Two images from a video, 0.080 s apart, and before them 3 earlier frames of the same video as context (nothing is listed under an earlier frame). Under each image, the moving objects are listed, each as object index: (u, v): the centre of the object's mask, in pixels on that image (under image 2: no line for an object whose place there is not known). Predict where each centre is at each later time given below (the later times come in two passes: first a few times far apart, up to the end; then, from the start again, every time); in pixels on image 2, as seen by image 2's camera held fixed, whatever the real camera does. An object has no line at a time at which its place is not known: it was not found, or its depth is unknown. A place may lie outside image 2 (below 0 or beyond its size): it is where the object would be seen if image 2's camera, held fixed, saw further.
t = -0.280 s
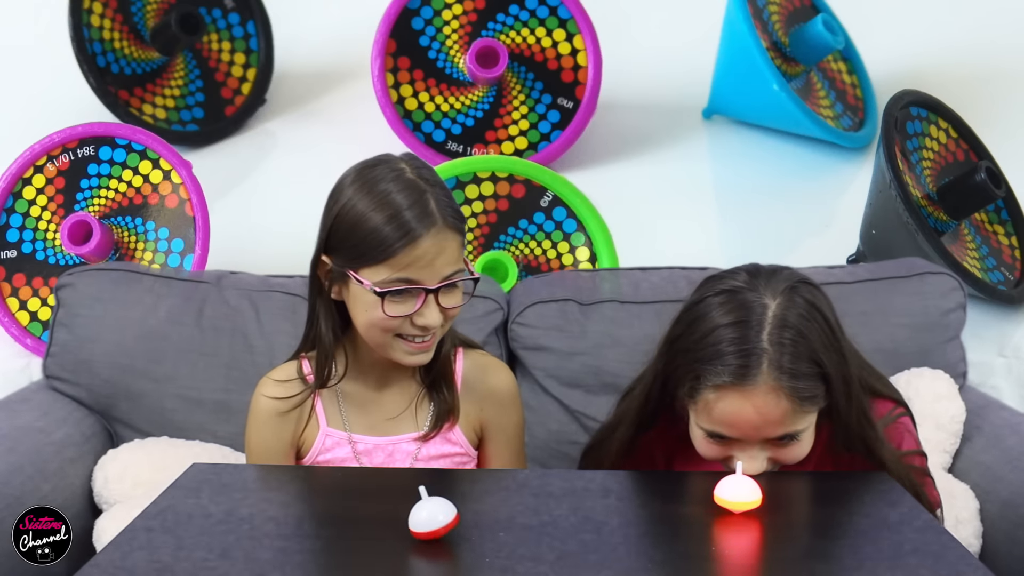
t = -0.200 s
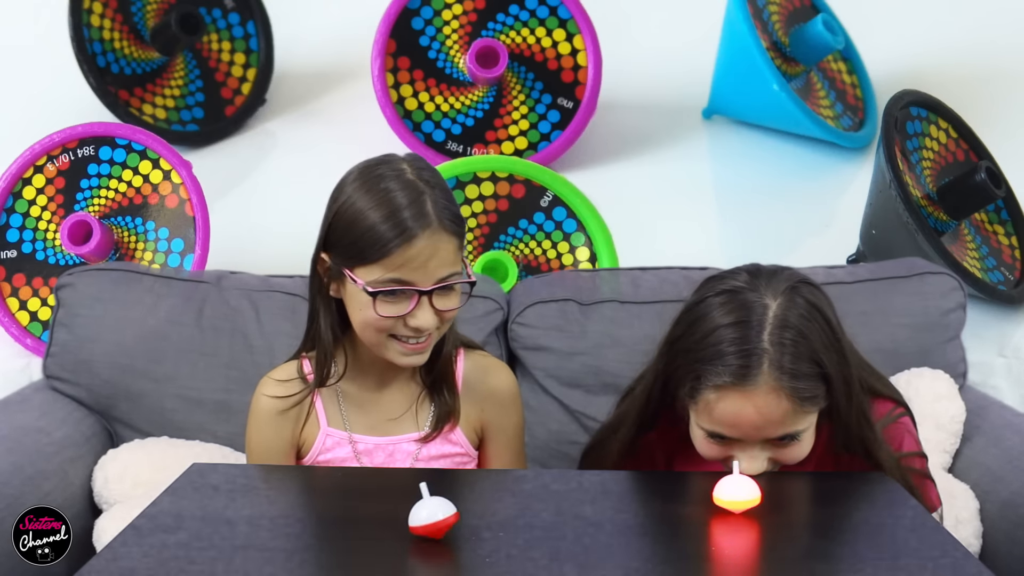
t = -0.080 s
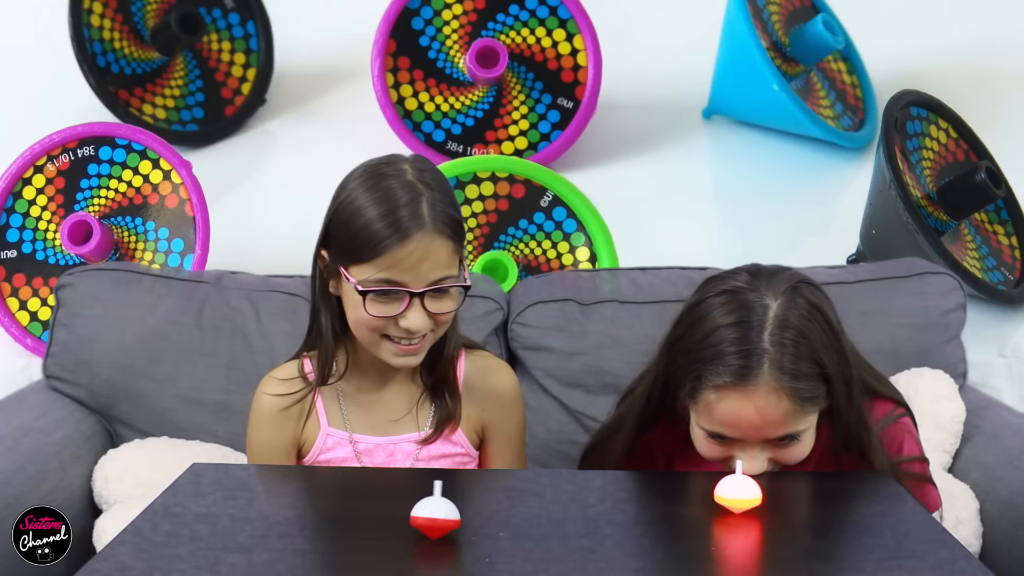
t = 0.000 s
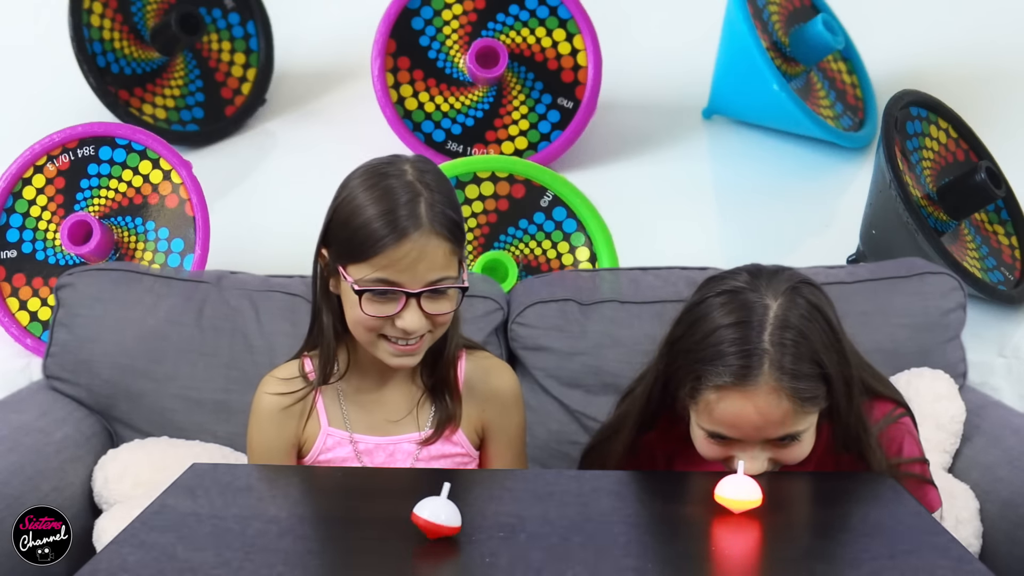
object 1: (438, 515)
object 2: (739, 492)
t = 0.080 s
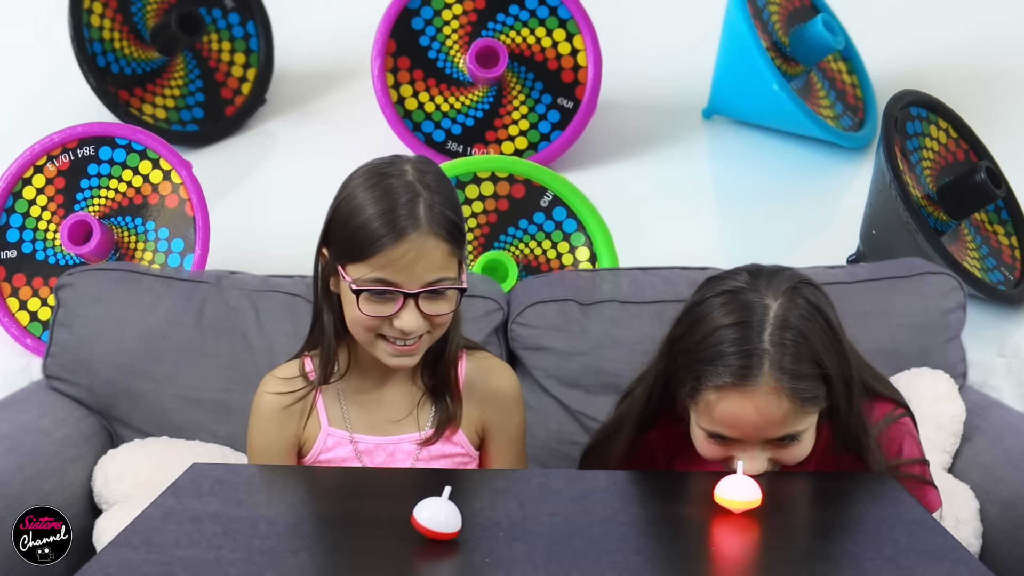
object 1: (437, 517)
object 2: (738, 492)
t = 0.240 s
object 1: (433, 518)
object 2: (738, 491)
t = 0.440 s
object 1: (434, 515)
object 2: (738, 491)
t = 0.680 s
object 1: (436, 518)
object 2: (739, 491)
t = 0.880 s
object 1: (431, 516)
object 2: (739, 491)
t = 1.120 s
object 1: (438, 516)
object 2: (740, 491)
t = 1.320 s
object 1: (433, 519)
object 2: (738, 491)
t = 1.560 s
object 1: (435, 515)
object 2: (739, 491)
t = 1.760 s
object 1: (437, 518)
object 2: (738, 490)
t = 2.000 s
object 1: (431, 516)
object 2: (737, 491)
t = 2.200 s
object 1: (438, 516)
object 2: (738, 491)
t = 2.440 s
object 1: (431, 519)
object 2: (736, 491)
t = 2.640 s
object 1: (434, 515)
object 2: (736, 491)
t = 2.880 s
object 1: (435, 520)
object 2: (733, 491)
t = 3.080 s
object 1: (430, 517)
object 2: (734, 491)
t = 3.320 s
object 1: (437, 517)
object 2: (735, 491)
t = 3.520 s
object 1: (431, 520)
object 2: (733, 491)
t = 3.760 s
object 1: (434, 516)
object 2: (733, 491)
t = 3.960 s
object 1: (434, 521)
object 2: (734, 491)
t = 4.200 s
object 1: (429, 517)
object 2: (735, 491)
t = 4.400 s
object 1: (435, 518)
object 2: (735, 490)
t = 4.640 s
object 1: (430, 520)
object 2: (734, 490)
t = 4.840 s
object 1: (432, 517)
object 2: (734, 491)
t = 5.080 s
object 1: (433, 522)
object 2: (736, 491)
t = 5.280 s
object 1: (430, 519)
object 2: (735, 491)
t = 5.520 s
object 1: (432, 518)
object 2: (735, 491)
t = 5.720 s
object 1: (433, 521)
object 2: (734, 490)
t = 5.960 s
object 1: (432, 520)
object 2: (733, 491)
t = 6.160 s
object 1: (429, 519)
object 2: (739, 490)
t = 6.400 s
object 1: (434, 520)
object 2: (727, 492)
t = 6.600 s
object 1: (432, 521)
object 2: (739, 495)
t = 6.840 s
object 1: (425, 519)
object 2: (729, 492)
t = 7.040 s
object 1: (432, 519)
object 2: (738, 495)
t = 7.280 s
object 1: (434, 520)
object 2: (729, 493)
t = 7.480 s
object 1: (427, 520)
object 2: (735, 493)
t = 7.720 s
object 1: (433, 520)
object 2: (734, 496)
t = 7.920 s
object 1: (435, 521)
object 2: (729, 495)
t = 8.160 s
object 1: (427, 523)
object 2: (722, 494)
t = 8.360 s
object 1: (433, 520)
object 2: (729, 494)
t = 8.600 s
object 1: (437, 519)
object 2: (732, 495)
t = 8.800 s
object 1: (437, 522)
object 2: (725, 495)
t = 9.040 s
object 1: (437, 522)
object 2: (732, 494)
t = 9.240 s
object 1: (440, 519)
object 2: (732, 496)
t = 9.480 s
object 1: (436, 520)
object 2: (719, 493)
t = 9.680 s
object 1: (436, 517)
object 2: (726, 490)
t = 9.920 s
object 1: (438, 514)
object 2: (746, 484)
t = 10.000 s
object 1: (439, 513)
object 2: (751, 482)
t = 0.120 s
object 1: (436, 518)
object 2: (738, 491)
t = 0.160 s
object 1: (435, 519)
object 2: (738, 491)
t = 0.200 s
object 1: (434, 519)
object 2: (738, 492)
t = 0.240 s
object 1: (433, 518)
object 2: (738, 491)
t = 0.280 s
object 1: (432, 517)
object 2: (739, 491)
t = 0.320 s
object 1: (431, 516)
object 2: (739, 491)
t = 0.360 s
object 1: (431, 515)
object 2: (739, 491)
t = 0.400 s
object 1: (432, 515)
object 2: (739, 491)
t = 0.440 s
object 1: (434, 515)
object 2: (738, 491)
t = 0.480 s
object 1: (435, 514)
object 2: (739, 491)
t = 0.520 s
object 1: (437, 515)
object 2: (739, 491)
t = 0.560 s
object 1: (438, 515)
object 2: (739, 491)
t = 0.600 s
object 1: (438, 516)
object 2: (740, 491)
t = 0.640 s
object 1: (437, 517)
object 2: (739, 491)
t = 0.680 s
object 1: (436, 518)
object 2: (739, 491)
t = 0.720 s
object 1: (435, 519)
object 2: (739, 492)
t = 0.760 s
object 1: (434, 519)
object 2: (739, 492)
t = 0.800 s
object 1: (432, 518)
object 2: (739, 492)
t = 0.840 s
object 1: (431, 517)
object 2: (739, 492)
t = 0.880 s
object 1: (431, 516)
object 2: (739, 491)
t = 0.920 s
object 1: (431, 515)
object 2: (739, 491)
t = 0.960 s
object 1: (433, 515)
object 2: (739, 491)
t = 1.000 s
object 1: (433, 515)
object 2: (739, 491)
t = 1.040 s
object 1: (435, 515)
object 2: (740, 491)
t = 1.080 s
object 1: (436, 515)
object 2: (740, 491)
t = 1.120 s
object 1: (438, 516)
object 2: (740, 491)
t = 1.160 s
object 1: (438, 516)
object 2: (739, 491)
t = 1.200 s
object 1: (437, 517)
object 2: (738, 491)
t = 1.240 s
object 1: (435, 519)
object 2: (738, 491)
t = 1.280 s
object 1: (434, 519)
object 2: (738, 491)
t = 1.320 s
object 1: (433, 519)
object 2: (738, 491)
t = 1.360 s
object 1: (431, 518)
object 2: (738, 490)
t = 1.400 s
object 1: (431, 517)
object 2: (739, 490)
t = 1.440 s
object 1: (431, 516)
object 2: (739, 490)
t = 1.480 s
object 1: (431, 516)
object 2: (739, 491)
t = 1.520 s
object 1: (432, 515)
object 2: (739, 491)
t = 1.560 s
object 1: (435, 515)
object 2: (739, 491)
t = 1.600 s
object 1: (436, 514)
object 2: (737, 491)
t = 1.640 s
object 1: (438, 515)
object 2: (737, 491)
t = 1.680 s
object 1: (438, 516)
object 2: (737, 491)
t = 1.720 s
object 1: (439, 517)
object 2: (738, 490)
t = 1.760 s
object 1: (437, 518)
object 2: (738, 490)
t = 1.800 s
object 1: (436, 519)
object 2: (739, 491)
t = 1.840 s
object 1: (434, 520)
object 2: (737, 491)
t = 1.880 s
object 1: (432, 519)
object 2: (736, 491)
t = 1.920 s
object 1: (431, 518)
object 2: (737, 491)
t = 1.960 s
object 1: (430, 517)
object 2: (737, 491)
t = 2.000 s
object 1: (431, 516)
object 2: (737, 491)
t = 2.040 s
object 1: (432, 515)
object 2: (737, 491)
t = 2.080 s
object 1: (434, 515)
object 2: (736, 491)
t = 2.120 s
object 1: (435, 515)
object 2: (736, 491)
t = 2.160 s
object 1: (437, 515)
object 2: (737, 491)
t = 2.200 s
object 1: (438, 516)
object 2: (738, 491)
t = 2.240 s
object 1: (438, 517)
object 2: (738, 491)
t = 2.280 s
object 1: (438, 518)
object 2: (737, 491)
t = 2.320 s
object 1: (436, 520)
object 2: (736, 491)
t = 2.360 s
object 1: (434, 520)
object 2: (736, 491)
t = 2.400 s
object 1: (433, 520)
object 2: (736, 491)
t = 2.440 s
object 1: (431, 519)
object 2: (736, 491)
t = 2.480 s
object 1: (431, 518)
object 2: (737, 491)
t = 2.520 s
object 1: (429, 517)
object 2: (736, 492)
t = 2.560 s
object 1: (431, 516)
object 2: (737, 492)
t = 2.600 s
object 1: (431, 515)
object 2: (736, 491)
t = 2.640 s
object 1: (434, 515)
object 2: (736, 491)
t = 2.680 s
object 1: (437, 515)
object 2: (736, 491)
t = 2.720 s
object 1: (438, 516)
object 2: (736, 491)
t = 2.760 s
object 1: (439, 517)
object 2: (736, 491)
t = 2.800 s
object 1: (437, 518)
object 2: (734, 491)
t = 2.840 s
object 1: (437, 519)
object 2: (734, 491)
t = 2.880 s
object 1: (435, 520)
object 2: (733, 491)
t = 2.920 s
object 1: (433, 520)
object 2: (734, 490)
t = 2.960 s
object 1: (433, 520)
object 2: (736, 491)
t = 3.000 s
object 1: (431, 519)
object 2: (736, 491)
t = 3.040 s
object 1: (430, 518)
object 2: (736, 492)
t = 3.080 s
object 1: (430, 517)
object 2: (734, 491)
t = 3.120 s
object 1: (430, 516)
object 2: (732, 491)
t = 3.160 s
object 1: (432, 515)
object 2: (732, 491)
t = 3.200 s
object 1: (434, 516)
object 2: (733, 490)
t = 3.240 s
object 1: (436, 516)
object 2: (735, 491)
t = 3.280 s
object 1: (436, 517)
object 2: (735, 491)
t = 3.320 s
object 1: (437, 517)
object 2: (735, 491)
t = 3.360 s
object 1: (436, 519)
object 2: (734, 491)
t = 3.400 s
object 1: (435, 521)
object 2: (734, 491)
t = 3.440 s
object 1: (433, 521)
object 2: (734, 491)
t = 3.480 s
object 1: (432, 521)
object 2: (734, 491)
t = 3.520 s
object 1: (431, 520)
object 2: (733, 491)
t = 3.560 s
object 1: (429, 519)
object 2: (733, 491)
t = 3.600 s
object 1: (429, 517)
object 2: (733, 491)
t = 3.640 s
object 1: (430, 517)
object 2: (733, 490)
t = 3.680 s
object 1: (431, 516)
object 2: (734, 491)
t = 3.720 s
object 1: (432, 516)
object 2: (734, 491)
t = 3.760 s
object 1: (434, 516)
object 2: (733, 491)
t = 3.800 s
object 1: (435, 516)
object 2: (733, 491)
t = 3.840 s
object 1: (436, 517)
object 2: (733, 491)
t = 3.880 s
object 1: (437, 518)
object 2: (734, 490)
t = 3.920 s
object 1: (435, 520)
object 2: (734, 491)
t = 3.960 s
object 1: (434, 521)
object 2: (734, 491)
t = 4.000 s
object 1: (432, 521)
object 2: (733, 491)
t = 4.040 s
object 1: (432, 521)
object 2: (734, 491)
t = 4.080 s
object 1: (429, 520)
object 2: (733, 490)
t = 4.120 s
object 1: (429, 519)
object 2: (734, 490)
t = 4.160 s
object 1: (429, 518)
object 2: (735, 490)
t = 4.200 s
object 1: (429, 517)
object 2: (735, 491)
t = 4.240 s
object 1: (431, 517)
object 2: (735, 491)
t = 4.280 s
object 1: (432, 516)
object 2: (734, 491)
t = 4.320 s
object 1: (435, 517)
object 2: (735, 491)
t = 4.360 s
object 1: (435, 517)
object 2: (734, 490)
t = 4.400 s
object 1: (435, 518)
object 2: (735, 490)
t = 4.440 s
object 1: (435, 519)
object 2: (735, 491)
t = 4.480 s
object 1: (433, 520)
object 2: (736, 491)
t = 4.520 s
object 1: (433, 521)
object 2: (735, 491)
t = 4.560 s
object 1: (432, 521)
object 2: (734, 491)
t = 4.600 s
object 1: (431, 522)
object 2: (734, 491)
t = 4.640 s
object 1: (430, 520)
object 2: (734, 490)
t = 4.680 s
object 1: (429, 519)
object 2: (734, 491)
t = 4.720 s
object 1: (429, 518)
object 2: (735, 491)
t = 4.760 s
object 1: (430, 518)
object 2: (736, 491)
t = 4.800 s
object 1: (431, 517)
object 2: (735, 491)
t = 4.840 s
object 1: (432, 517)
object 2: (734, 491)
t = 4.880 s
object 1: (434, 518)
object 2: (734, 491)
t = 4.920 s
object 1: (434, 518)
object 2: (734, 491)
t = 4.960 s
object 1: (435, 519)
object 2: (735, 491)
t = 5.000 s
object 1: (434, 520)
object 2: (735, 490)
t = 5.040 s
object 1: (433, 521)
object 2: (735, 490)
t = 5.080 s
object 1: (433, 522)
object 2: (736, 491)
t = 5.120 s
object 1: (432, 522)
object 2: (736, 491)
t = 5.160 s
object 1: (431, 521)
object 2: (736, 491)
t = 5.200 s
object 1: (430, 520)
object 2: (735, 491)
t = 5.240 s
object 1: (431, 519)
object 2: (735, 491)
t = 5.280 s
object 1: (430, 519)
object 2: (735, 491)
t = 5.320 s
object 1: (430, 518)
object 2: (735, 491)
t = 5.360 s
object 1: (431, 518)
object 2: (735, 491)
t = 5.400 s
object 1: (431, 518)
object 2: (736, 491)
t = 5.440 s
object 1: (432, 518)
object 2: (736, 491)
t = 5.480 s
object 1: (432, 518)
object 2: (735, 490)
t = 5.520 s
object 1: (432, 518)
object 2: (735, 491)
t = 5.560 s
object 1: (432, 519)
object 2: (734, 491)
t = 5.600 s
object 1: (432, 520)
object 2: (734, 491)
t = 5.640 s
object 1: (432, 521)
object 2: (734, 490)
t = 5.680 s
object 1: (433, 521)
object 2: (734, 490)
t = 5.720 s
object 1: (433, 521)
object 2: (734, 490)
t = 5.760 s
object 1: (434, 520)
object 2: (736, 490)
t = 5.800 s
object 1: (433, 520)
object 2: (736, 491)
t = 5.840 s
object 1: (433, 520)
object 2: (737, 491)
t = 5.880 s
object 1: (432, 520)
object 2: (736, 492)
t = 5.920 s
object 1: (432, 519)
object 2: (734, 491)
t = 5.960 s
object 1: (432, 520)
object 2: (733, 491)
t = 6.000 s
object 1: (430, 520)
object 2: (732, 491)
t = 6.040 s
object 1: (430, 520)
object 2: (732, 490)
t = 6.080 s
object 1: (429, 519)
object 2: (733, 489)
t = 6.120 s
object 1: (429, 519)
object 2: (736, 489)
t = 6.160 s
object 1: (429, 519)
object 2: (739, 490)
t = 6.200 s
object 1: (428, 520)
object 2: (740, 493)
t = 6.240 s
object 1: (429, 520)
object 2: (739, 495)
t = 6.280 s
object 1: (430, 520)
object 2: (735, 496)
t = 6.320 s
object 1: (432, 521)
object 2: (731, 496)
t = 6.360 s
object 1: (433, 521)
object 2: (727, 494)
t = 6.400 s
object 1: (434, 520)
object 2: (727, 492)
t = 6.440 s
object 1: (434, 520)
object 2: (730, 491)
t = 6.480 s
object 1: (435, 520)
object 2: (734, 491)
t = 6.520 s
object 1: (434, 520)
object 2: (738, 492)
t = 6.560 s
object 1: (433, 521)
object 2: (739, 493)
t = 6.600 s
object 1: (432, 521)
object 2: (739, 495)
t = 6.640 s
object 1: (431, 521)
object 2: (737, 497)
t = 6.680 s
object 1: (429, 521)
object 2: (734, 498)
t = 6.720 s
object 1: (427, 521)
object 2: (731, 498)
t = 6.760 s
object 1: (426, 520)
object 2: (728, 495)
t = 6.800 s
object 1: (426, 520)
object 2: (728, 493)
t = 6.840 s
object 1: (425, 519)
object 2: (729, 492)
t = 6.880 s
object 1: (425, 519)
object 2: (731, 492)
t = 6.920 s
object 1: (425, 520)
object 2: (734, 492)
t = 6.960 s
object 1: (427, 520)
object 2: (737, 493)
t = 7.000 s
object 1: (430, 519)
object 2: (738, 493)
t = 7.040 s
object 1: (432, 519)
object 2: (738, 495)
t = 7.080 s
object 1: (435, 518)
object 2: (737, 496)
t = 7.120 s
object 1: (435, 518)
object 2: (735, 497)
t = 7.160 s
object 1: (436, 519)
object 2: (733, 497)
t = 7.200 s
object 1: (435, 520)
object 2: (731, 496)
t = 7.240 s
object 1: (435, 520)
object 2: (729, 494)
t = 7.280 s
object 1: (434, 520)
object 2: (729, 493)
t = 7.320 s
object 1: (433, 521)
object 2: (730, 493)
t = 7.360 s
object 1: (431, 521)
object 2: (731, 493)
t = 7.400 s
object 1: (429, 521)
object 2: (733, 493)
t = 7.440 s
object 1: (428, 521)
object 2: (733, 493)
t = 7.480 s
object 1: (427, 520)
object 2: (735, 493)
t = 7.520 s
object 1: (427, 520)
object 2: (736, 494)
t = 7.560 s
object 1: (427, 520)
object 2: (736, 494)
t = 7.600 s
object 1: (428, 521)
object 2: (735, 496)
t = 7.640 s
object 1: (429, 521)
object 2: (735, 496)
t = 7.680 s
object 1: (431, 521)
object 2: (734, 496)
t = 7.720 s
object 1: (433, 520)
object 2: (734, 496)
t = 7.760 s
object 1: (435, 520)
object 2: (734, 495)
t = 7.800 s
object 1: (435, 520)
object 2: (733, 495)
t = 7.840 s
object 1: (435, 521)
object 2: (732, 495)
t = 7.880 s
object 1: (435, 521)
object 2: (730, 495)
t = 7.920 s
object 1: (435, 521)
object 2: (729, 495)
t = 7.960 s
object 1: (433, 521)
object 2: (728, 495)
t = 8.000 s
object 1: (431, 522)
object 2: (726, 495)
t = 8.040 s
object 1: (429, 521)
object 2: (724, 495)
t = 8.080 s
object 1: (427, 522)
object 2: (723, 495)
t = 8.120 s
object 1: (426, 523)
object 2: (722, 494)
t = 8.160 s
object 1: (427, 523)
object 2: (722, 494)
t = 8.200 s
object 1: (429, 523)
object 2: (721, 494)
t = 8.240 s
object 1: (430, 521)
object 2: (722, 493)
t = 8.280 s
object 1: (431, 520)
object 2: (723, 494)
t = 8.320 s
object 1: (432, 520)
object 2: (727, 494)
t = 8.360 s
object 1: (433, 520)
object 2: (729, 494)
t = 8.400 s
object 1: (433, 520)
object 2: (731, 494)
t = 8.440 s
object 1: (433, 520)
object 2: (733, 494)
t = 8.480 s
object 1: (432, 521)
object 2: (735, 494)
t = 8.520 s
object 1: (433, 522)
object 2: (734, 494)
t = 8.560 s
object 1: (435, 521)
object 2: (733, 495)
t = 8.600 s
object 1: (437, 519)
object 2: (732, 495)
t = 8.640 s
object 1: (437, 518)
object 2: (730, 496)
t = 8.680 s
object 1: (438, 518)
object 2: (729, 496)
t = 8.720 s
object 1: (439, 519)
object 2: (727, 496)
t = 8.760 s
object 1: (437, 520)
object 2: (725, 495)
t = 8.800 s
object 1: (437, 522)
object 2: (725, 495)
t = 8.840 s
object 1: (436, 521)
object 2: (725, 494)
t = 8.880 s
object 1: (435, 519)
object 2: (724, 494)
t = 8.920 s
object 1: (437, 517)
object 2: (725, 493)
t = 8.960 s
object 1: (439, 519)
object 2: (727, 494)
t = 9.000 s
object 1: (439, 520)
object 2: (729, 494)
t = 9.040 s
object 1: (437, 522)
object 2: (732, 494)
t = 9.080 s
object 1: (437, 522)
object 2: (734, 494)
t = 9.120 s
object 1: (436, 520)
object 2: (736, 495)
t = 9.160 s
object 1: (436, 519)
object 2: (736, 496)
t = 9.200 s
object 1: (438, 518)
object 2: (735, 496)
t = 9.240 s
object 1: (440, 519)
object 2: (732, 496)
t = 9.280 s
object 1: (440, 519)
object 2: (730, 496)
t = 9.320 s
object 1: (439, 521)
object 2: (727, 496)
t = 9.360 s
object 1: (438, 522)
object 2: (724, 496)
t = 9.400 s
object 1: (438, 523)
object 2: (721, 495)
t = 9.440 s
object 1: (437, 522)
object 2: (719, 494)
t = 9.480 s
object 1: (436, 520)
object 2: (719, 493)
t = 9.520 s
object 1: (435, 520)
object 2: (718, 492)
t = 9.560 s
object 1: (435, 519)
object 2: (719, 491)
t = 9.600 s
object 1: (435, 518)
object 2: (721, 491)
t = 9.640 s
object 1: (435, 518)
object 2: (723, 490)
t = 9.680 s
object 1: (436, 517)
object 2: (726, 490)
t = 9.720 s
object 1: (436, 517)
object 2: (729, 489)
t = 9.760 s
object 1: (437, 516)
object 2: (733, 488)
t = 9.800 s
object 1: (437, 515)
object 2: (736, 487)
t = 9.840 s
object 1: (438, 515)
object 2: (740, 487)
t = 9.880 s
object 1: (438, 514)
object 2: (743, 486)
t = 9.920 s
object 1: (438, 514)
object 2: (746, 484)
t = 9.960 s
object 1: (439, 513)
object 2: (749, 483)
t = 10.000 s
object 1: (439, 513)
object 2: (751, 482)
